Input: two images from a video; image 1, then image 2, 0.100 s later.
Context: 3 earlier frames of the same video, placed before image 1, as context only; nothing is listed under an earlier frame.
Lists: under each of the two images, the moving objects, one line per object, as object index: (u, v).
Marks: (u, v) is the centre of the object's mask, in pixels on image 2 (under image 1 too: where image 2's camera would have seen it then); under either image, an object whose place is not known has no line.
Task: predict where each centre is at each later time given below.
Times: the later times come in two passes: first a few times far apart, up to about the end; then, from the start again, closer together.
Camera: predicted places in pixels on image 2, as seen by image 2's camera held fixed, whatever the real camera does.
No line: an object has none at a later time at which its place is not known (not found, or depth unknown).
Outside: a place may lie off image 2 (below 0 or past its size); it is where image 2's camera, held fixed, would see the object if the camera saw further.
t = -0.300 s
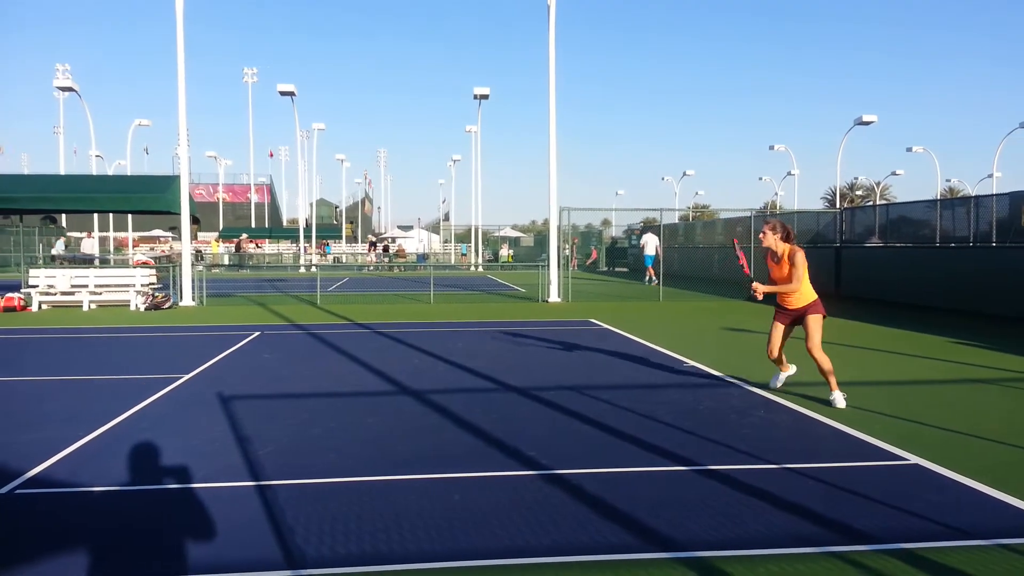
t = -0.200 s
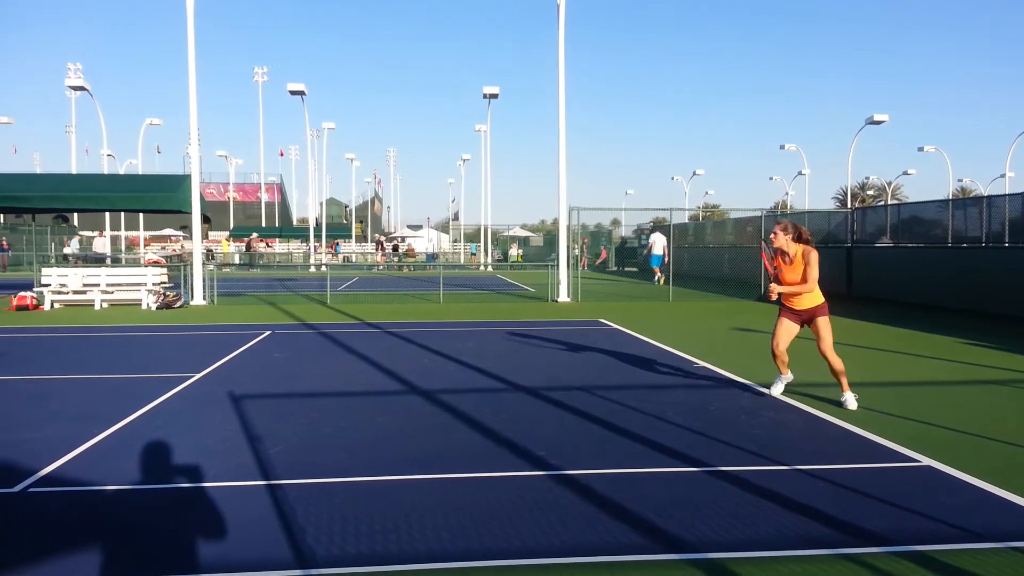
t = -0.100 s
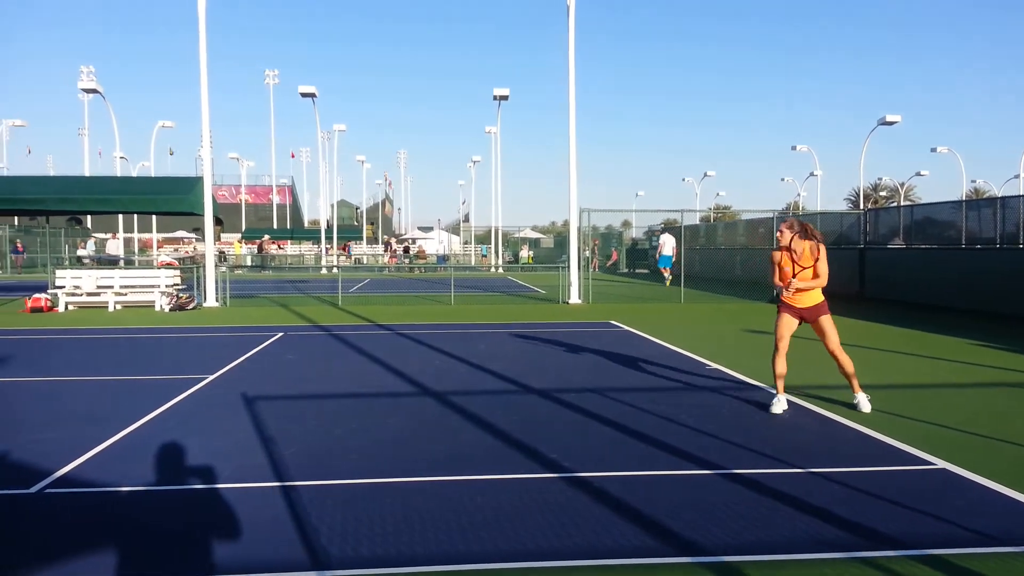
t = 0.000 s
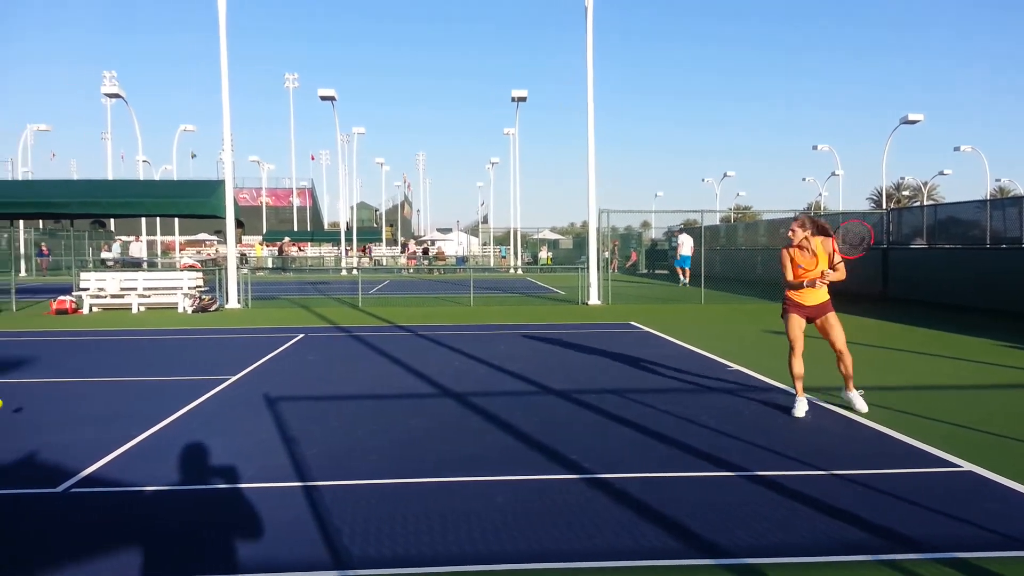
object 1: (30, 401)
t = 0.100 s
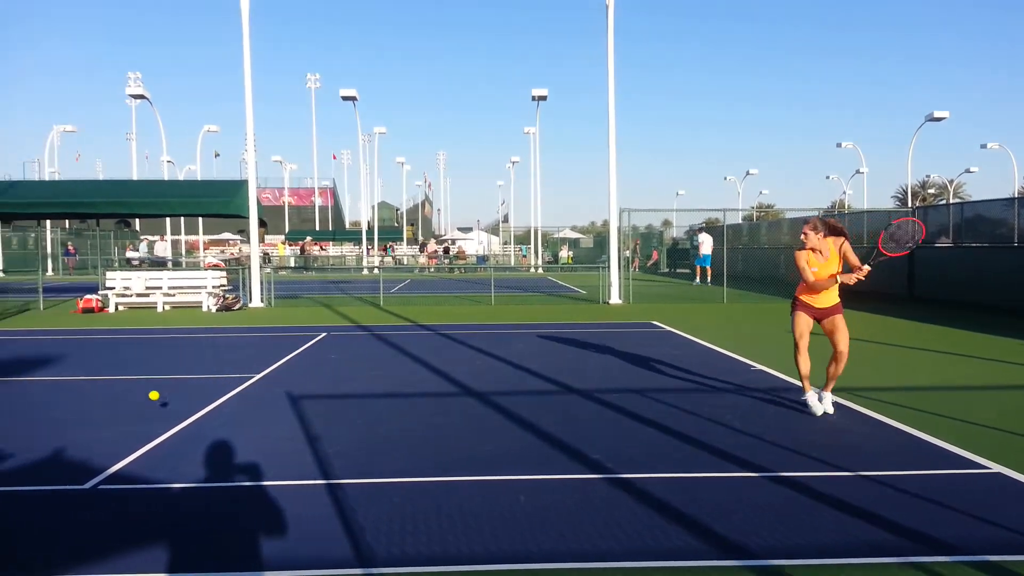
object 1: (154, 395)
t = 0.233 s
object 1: (295, 353)
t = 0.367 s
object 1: (438, 335)
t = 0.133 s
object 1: (189, 382)
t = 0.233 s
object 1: (295, 353)
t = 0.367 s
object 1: (438, 335)
